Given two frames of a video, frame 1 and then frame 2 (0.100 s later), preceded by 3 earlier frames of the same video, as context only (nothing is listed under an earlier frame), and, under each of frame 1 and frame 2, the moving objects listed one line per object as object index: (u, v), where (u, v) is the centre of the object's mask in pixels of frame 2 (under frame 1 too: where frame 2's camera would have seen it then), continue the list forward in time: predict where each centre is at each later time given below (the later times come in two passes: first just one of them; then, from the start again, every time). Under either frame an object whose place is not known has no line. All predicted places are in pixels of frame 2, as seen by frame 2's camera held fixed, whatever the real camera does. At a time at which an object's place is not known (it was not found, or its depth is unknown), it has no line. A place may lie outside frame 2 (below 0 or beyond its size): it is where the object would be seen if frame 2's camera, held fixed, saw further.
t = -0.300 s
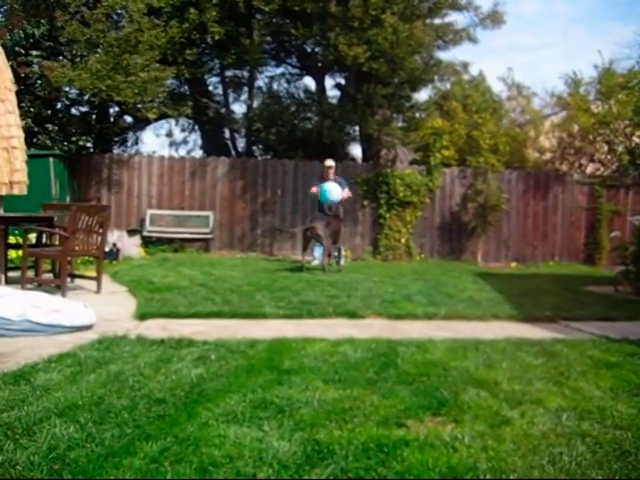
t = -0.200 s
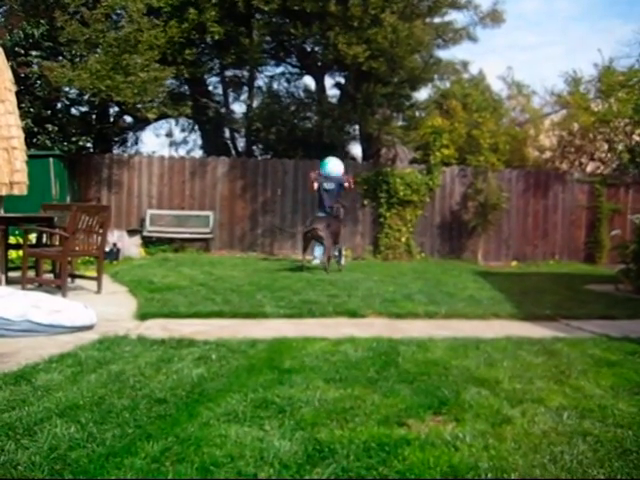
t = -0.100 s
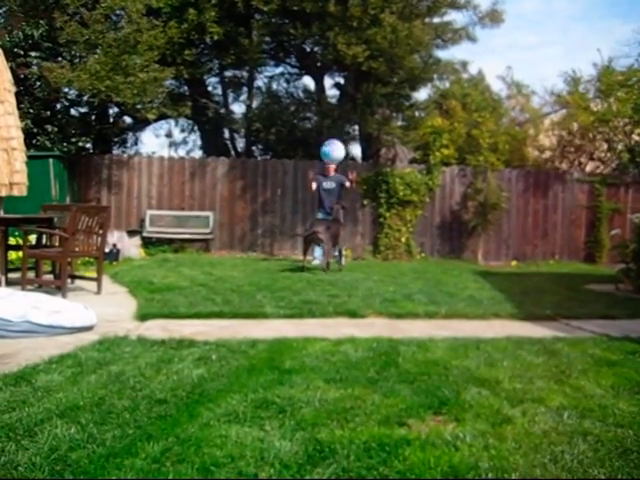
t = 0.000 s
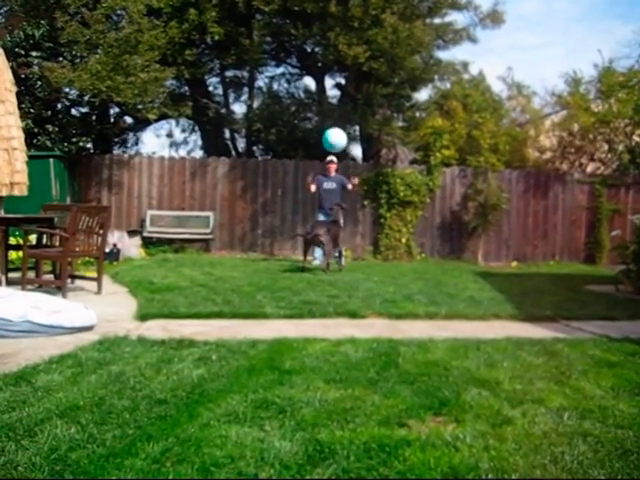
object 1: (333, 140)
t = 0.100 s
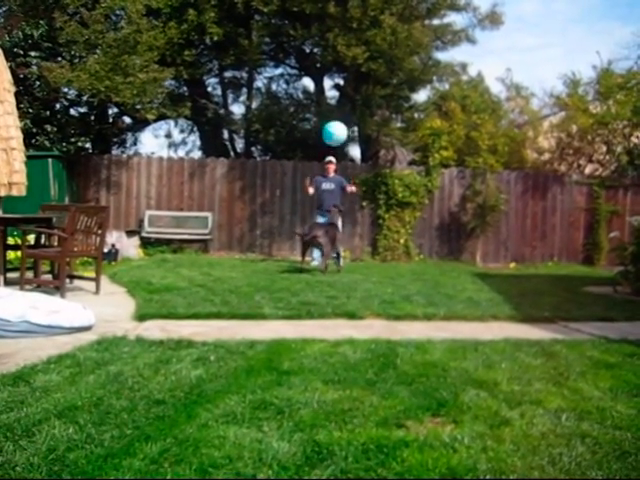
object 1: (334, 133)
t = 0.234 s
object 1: (336, 132)
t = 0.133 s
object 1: (335, 131)
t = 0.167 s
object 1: (335, 131)
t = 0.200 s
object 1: (336, 132)
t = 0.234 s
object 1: (336, 132)
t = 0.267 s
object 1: (336, 135)
